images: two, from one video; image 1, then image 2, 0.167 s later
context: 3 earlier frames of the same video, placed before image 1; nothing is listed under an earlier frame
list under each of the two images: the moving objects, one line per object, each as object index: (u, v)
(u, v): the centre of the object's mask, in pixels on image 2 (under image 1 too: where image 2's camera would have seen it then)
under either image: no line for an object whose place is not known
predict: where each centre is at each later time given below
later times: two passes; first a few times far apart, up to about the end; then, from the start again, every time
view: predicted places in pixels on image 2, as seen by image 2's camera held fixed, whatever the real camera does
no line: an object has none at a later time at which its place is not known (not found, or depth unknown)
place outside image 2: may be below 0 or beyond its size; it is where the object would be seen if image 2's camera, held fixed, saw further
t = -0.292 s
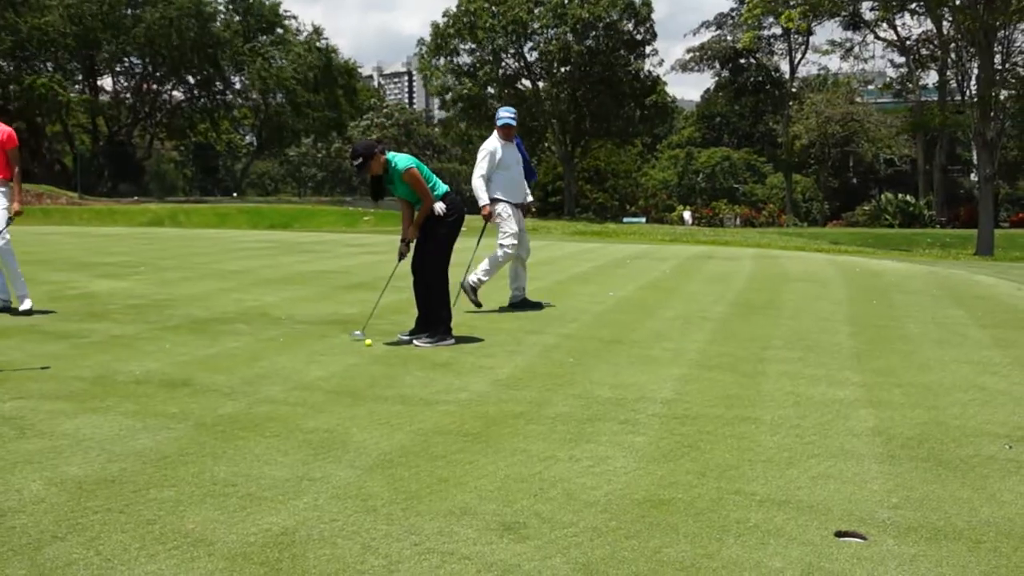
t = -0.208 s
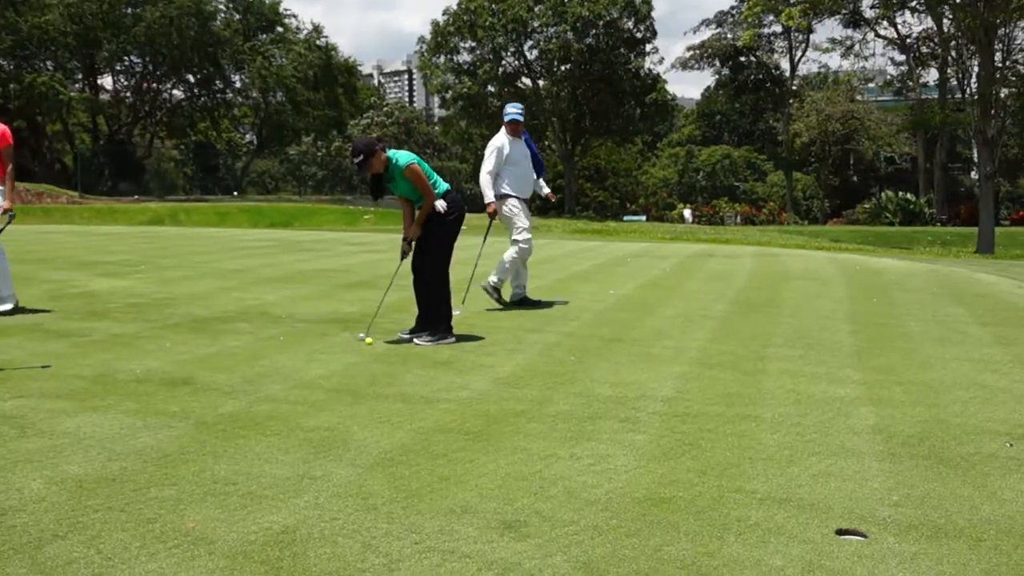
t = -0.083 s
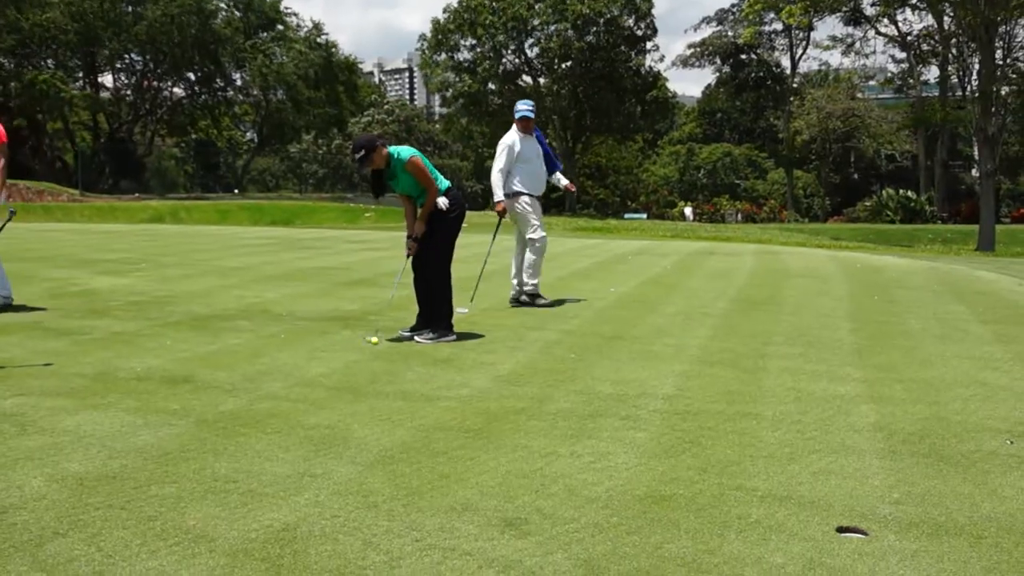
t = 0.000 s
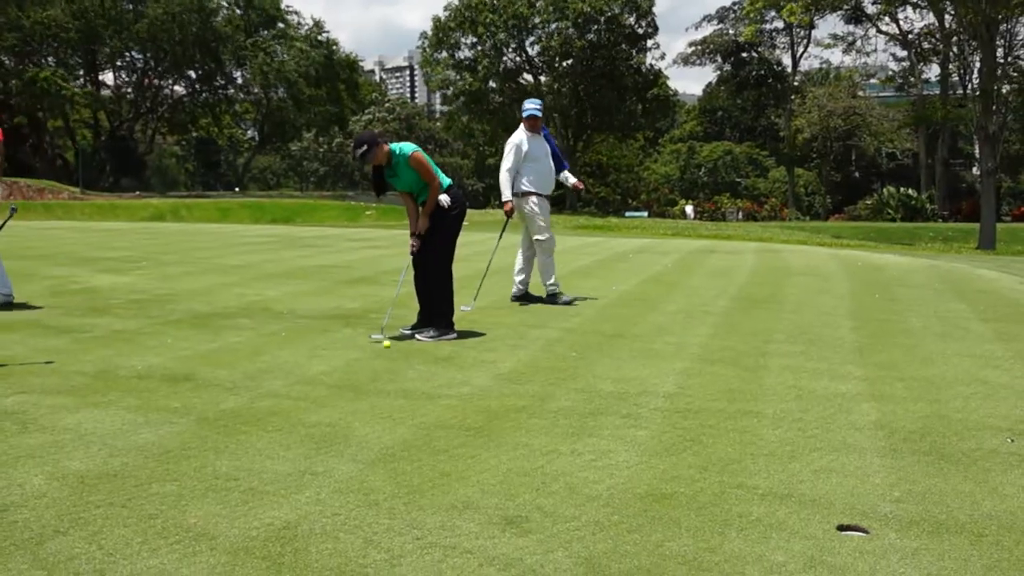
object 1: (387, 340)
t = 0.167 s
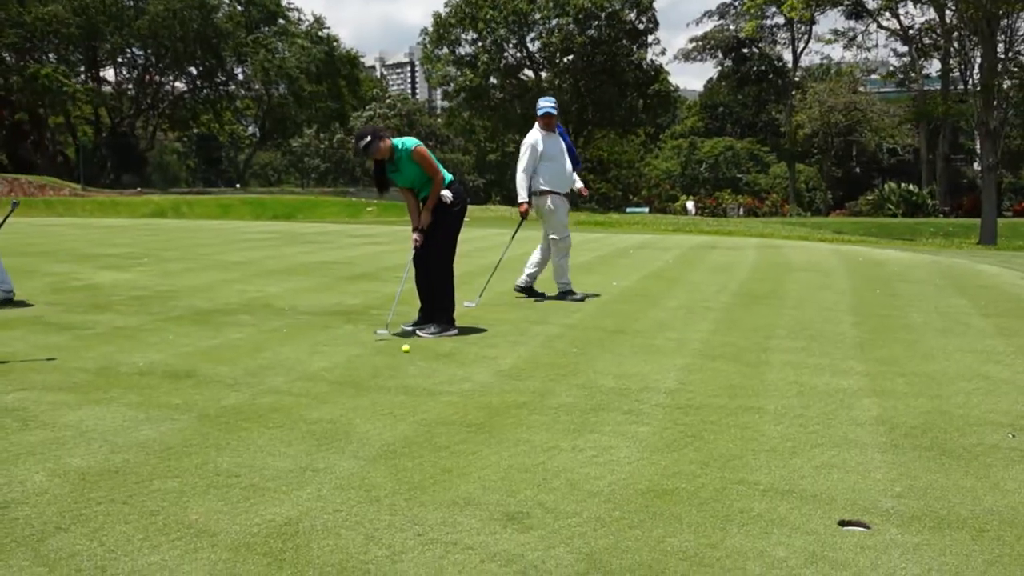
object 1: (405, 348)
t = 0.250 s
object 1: (414, 352)
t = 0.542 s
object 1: (447, 367)
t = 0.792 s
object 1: (478, 380)
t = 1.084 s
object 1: (515, 395)
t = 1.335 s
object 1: (548, 410)
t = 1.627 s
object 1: (589, 425)
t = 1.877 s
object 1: (626, 437)
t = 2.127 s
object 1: (663, 448)
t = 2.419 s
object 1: (702, 460)
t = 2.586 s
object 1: (723, 466)
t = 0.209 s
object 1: (410, 350)
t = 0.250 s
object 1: (414, 352)
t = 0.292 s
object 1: (419, 354)
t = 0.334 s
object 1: (423, 356)
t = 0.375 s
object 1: (428, 359)
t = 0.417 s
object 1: (432, 359)
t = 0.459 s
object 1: (437, 362)
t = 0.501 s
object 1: (442, 364)
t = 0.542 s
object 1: (447, 367)
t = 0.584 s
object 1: (452, 368)
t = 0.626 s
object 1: (457, 370)
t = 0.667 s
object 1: (462, 373)
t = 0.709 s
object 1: (467, 375)
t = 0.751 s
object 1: (473, 377)
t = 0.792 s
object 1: (478, 380)
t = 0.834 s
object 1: (483, 382)
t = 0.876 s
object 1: (488, 384)
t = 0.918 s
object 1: (493, 386)
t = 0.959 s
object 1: (499, 389)
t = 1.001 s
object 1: (504, 391)
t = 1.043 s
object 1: (509, 393)
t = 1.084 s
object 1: (515, 395)
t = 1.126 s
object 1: (520, 398)
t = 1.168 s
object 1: (526, 400)
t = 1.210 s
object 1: (531, 402)
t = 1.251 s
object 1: (537, 404)
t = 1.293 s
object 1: (542, 407)
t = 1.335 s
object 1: (548, 410)
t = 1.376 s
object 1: (554, 411)
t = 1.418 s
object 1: (560, 414)
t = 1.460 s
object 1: (566, 416)
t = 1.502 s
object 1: (572, 418)
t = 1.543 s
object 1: (578, 420)
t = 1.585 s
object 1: (583, 423)
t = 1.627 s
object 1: (589, 425)
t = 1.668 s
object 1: (596, 427)
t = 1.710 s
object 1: (602, 429)
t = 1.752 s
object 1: (608, 431)
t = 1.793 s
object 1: (614, 433)
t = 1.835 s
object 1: (620, 435)
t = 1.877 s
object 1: (626, 437)
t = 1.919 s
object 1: (632, 439)
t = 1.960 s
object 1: (639, 441)
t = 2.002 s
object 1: (645, 443)
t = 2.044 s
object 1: (651, 444)
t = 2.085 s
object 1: (657, 446)
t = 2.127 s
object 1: (663, 448)
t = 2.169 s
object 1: (669, 450)
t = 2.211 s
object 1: (674, 451)
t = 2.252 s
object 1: (680, 453)
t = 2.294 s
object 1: (686, 455)
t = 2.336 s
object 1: (691, 457)
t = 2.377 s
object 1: (697, 459)
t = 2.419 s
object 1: (702, 460)
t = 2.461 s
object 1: (707, 462)
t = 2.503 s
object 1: (712, 463)
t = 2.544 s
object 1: (717, 464)
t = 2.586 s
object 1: (723, 466)
